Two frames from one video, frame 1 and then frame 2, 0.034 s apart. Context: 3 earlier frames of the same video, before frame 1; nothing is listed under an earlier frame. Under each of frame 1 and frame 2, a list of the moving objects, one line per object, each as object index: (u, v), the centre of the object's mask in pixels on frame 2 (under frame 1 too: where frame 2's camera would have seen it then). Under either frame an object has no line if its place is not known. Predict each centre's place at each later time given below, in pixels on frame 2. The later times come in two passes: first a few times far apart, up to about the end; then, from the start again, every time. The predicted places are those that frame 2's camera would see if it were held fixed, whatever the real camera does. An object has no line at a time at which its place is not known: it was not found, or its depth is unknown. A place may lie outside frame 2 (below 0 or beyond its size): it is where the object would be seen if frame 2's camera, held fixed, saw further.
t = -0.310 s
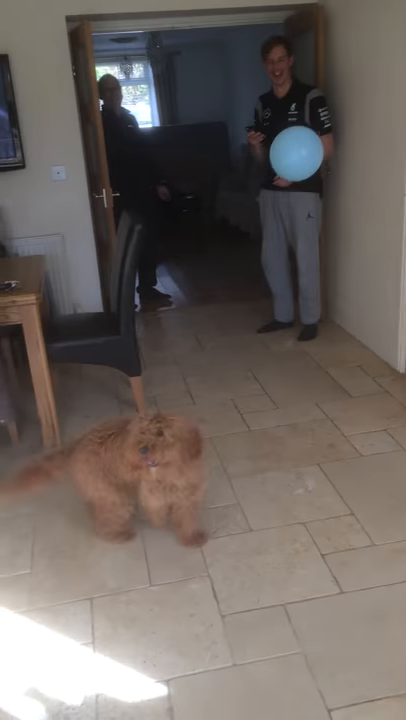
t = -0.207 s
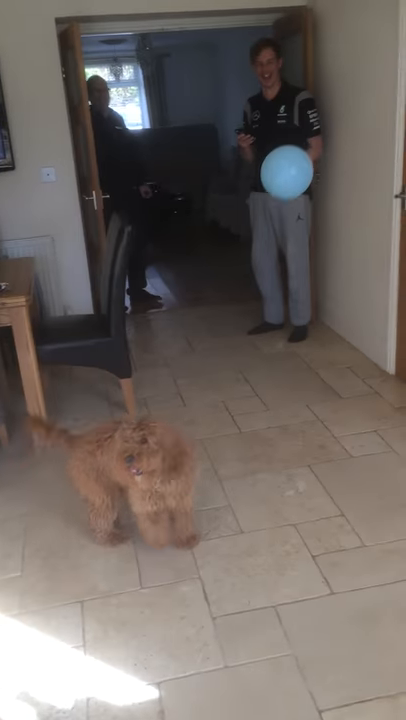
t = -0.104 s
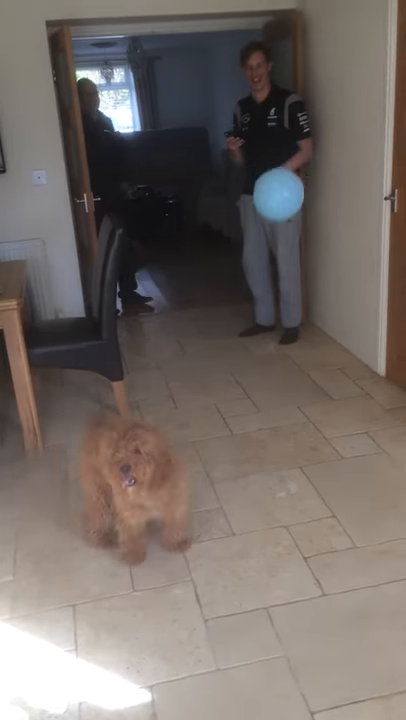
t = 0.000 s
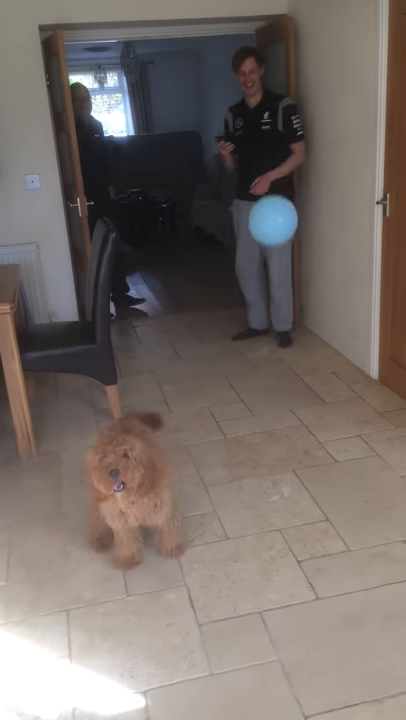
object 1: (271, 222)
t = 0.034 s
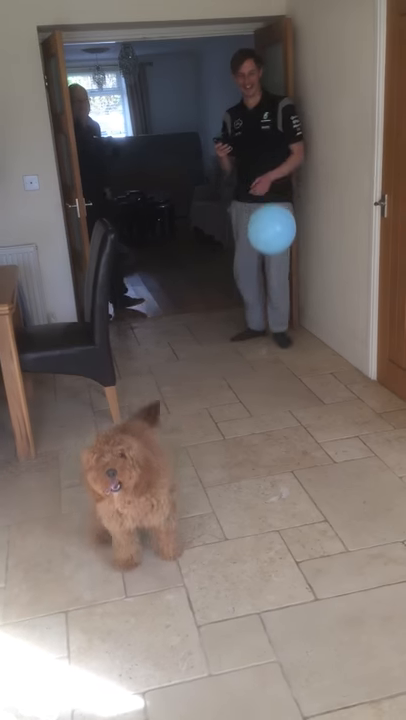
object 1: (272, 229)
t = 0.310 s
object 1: (274, 292)
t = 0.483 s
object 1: (275, 334)
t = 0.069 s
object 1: (272, 237)
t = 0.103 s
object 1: (272, 245)
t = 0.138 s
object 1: (272, 252)
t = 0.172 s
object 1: (272, 260)
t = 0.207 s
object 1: (273, 268)
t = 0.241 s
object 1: (273, 276)
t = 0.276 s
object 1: (273, 284)
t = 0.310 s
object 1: (274, 292)
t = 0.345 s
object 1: (274, 301)
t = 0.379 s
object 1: (274, 309)
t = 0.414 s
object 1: (274, 318)
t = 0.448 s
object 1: (274, 326)
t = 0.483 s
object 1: (275, 334)
